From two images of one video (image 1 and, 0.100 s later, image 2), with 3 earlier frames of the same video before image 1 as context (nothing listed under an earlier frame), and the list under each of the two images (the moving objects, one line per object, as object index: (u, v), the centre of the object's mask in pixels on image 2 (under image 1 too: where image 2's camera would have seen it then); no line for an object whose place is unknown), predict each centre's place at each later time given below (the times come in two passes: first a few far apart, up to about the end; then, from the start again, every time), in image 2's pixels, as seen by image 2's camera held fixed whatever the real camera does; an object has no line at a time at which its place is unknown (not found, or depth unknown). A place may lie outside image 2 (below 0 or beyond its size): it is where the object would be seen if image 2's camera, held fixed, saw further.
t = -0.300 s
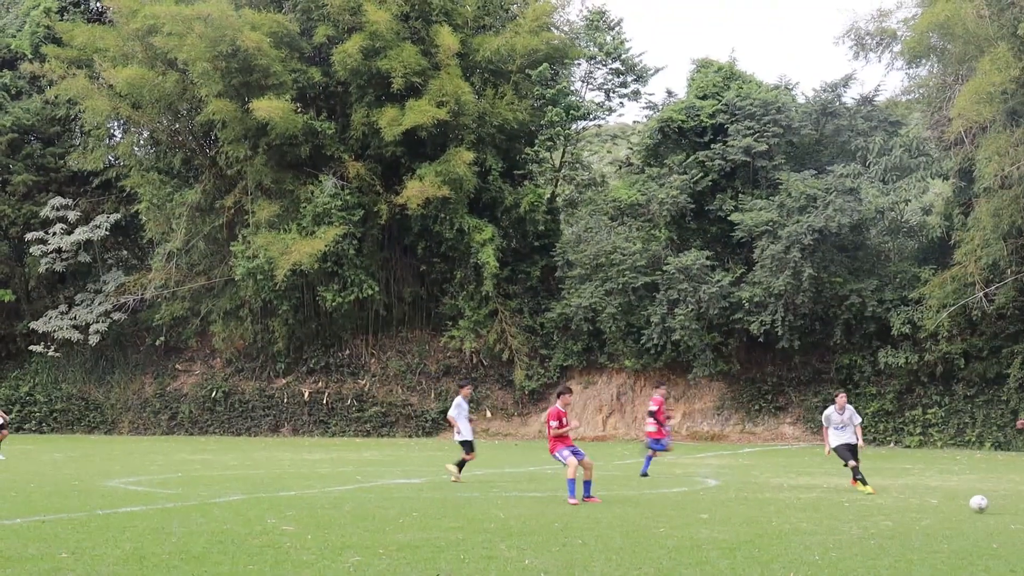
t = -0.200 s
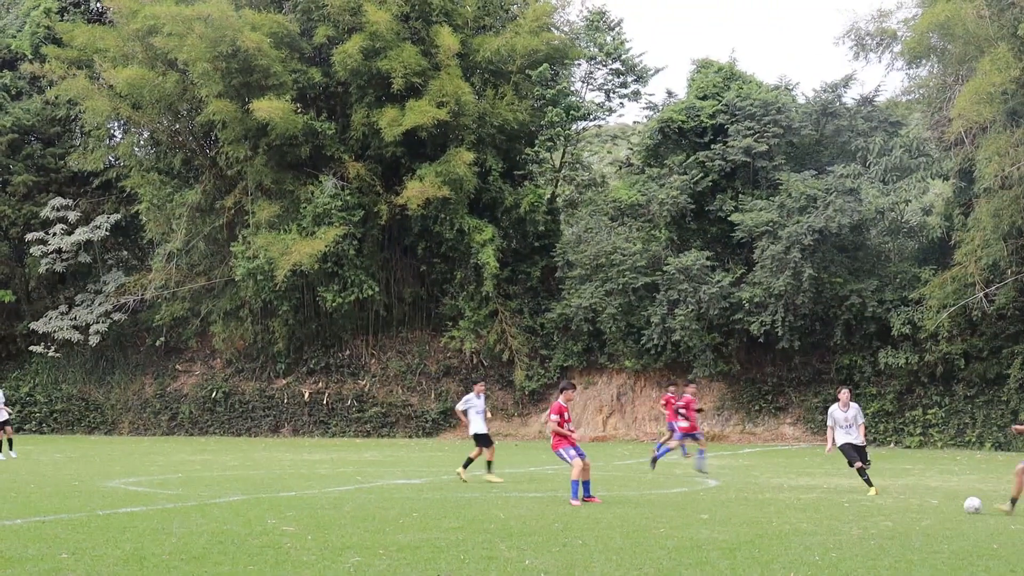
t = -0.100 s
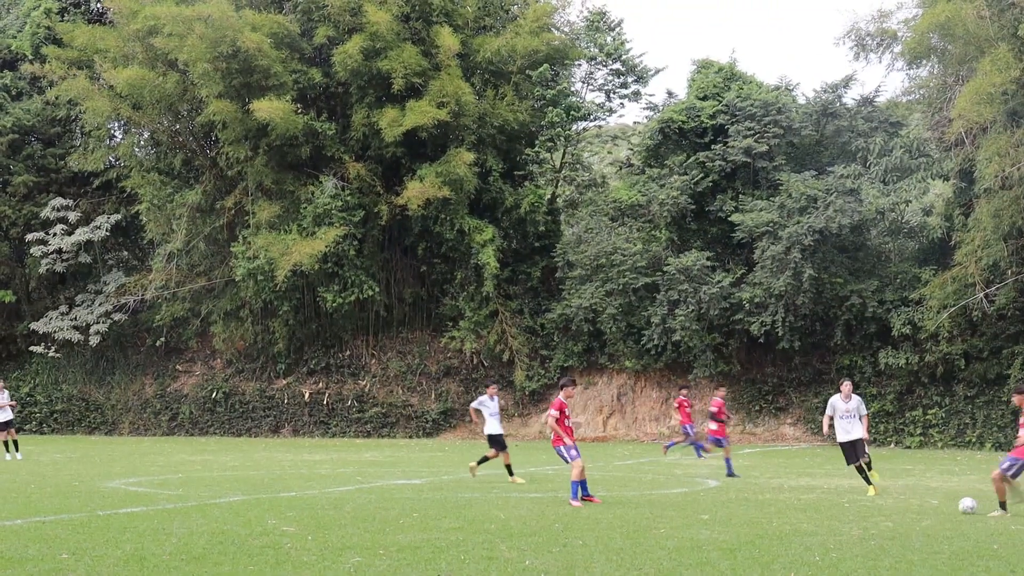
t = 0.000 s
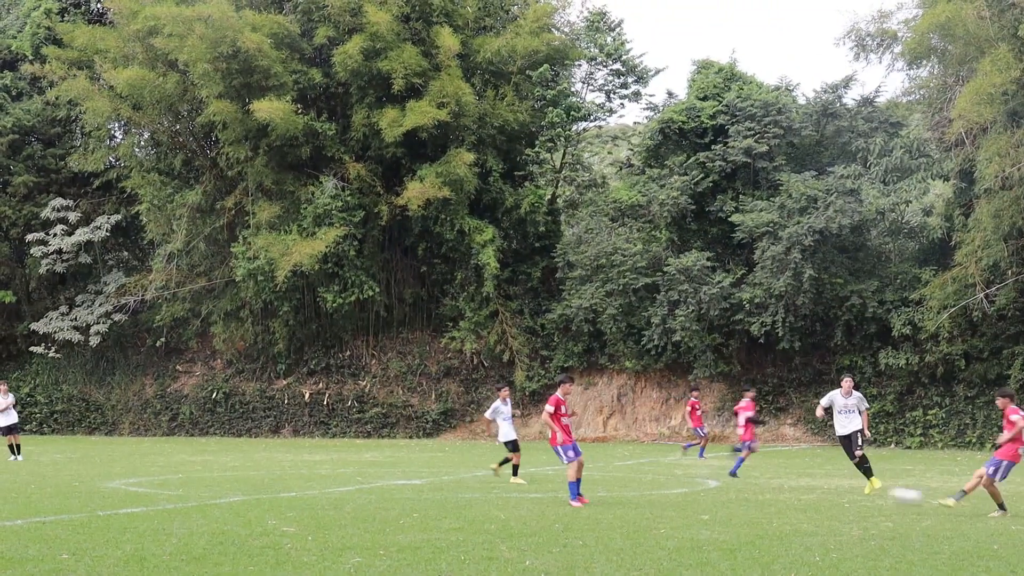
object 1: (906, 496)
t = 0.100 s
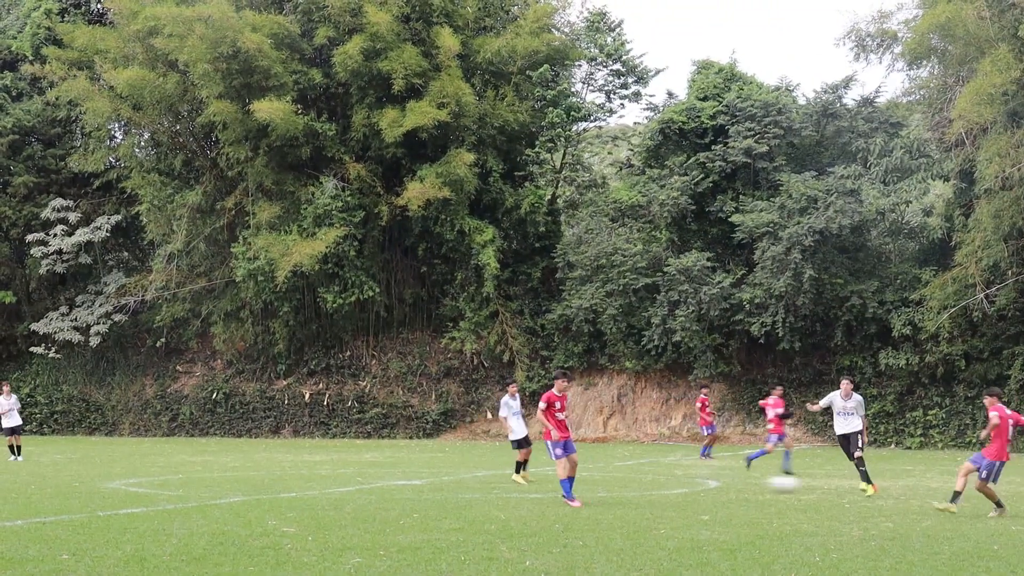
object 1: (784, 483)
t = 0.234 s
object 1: (614, 482)
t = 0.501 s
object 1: (264, 508)
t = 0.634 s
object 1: (83, 504)
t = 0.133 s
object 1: (741, 481)
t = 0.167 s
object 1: (701, 480)
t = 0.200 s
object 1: (657, 480)
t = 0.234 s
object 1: (614, 482)
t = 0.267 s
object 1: (573, 485)
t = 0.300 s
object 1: (528, 489)
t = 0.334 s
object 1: (483, 494)
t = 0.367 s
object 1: (438, 501)
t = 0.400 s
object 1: (392, 508)
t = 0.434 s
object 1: (346, 516)
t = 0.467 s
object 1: (304, 513)
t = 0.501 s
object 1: (264, 508)
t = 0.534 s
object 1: (220, 503)
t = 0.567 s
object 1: (176, 503)
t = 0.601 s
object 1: (130, 503)
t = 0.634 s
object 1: (83, 504)
